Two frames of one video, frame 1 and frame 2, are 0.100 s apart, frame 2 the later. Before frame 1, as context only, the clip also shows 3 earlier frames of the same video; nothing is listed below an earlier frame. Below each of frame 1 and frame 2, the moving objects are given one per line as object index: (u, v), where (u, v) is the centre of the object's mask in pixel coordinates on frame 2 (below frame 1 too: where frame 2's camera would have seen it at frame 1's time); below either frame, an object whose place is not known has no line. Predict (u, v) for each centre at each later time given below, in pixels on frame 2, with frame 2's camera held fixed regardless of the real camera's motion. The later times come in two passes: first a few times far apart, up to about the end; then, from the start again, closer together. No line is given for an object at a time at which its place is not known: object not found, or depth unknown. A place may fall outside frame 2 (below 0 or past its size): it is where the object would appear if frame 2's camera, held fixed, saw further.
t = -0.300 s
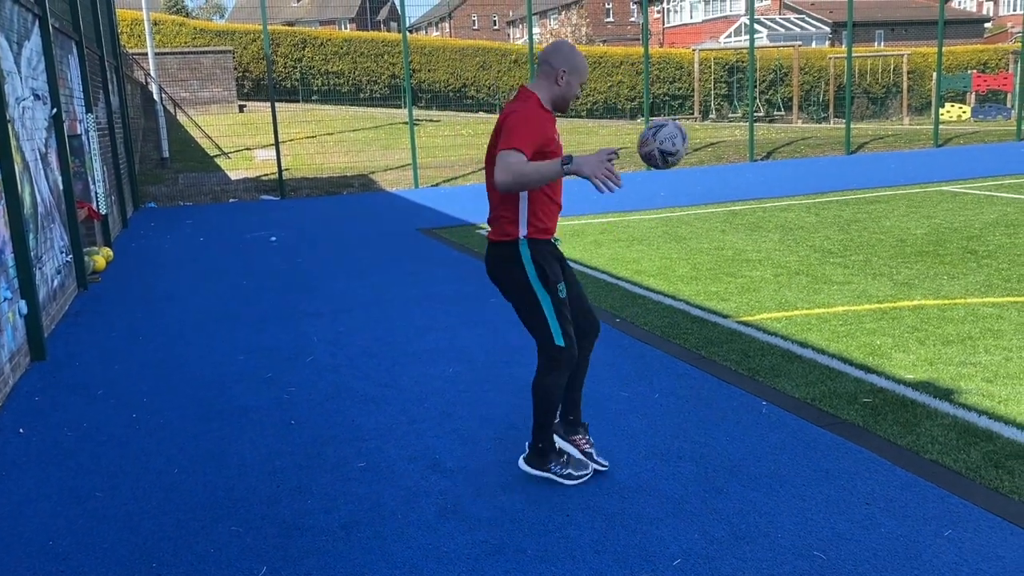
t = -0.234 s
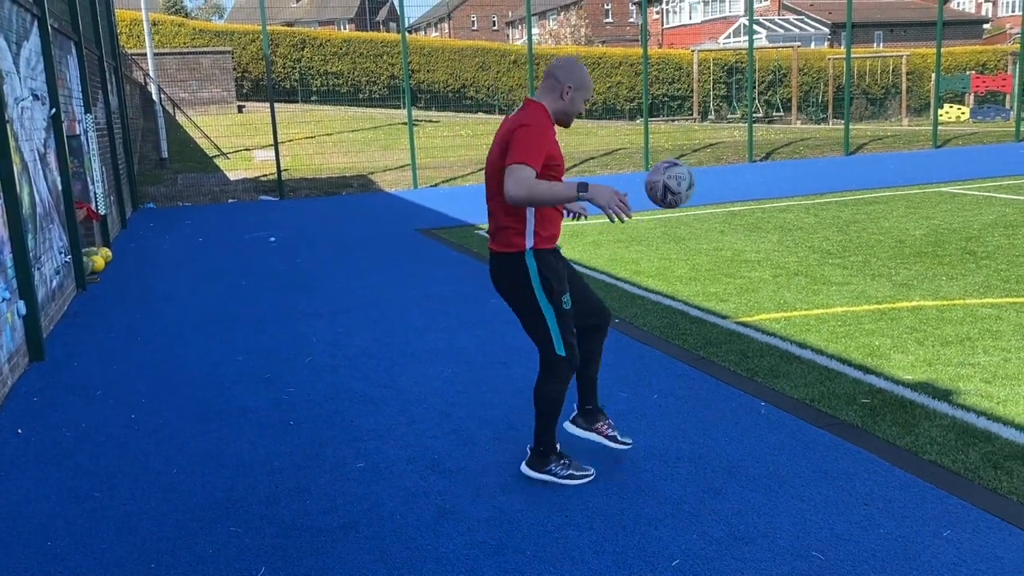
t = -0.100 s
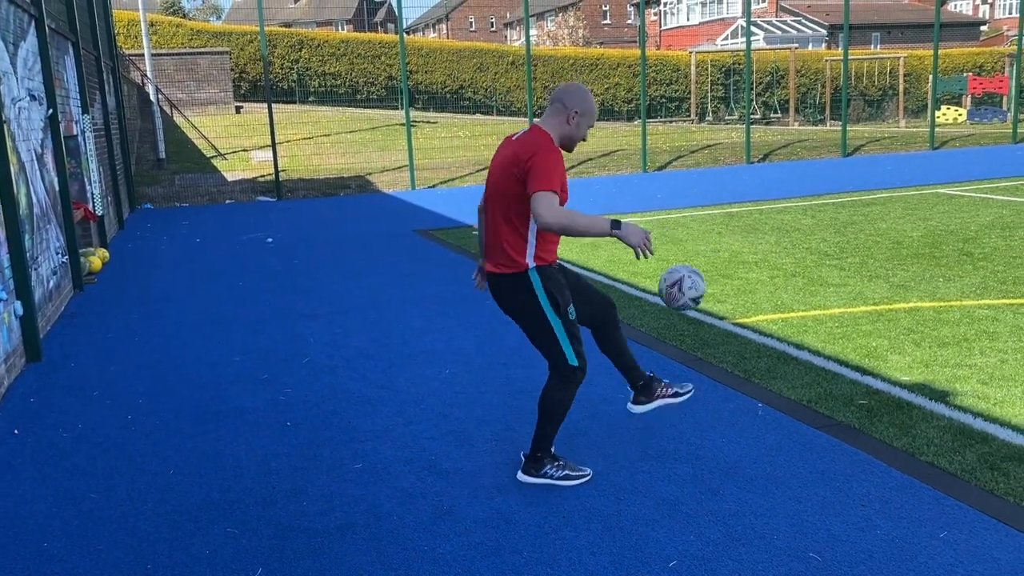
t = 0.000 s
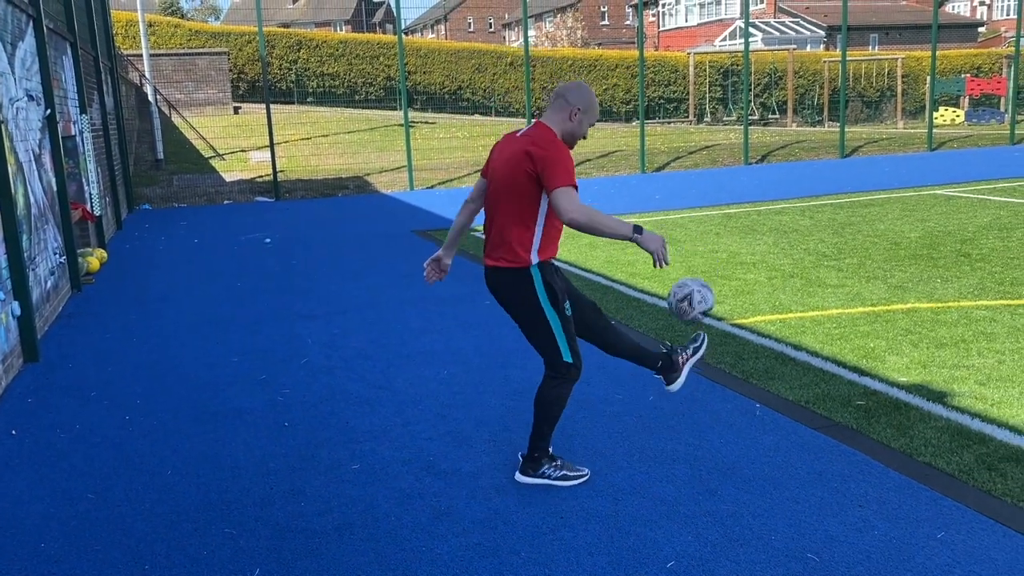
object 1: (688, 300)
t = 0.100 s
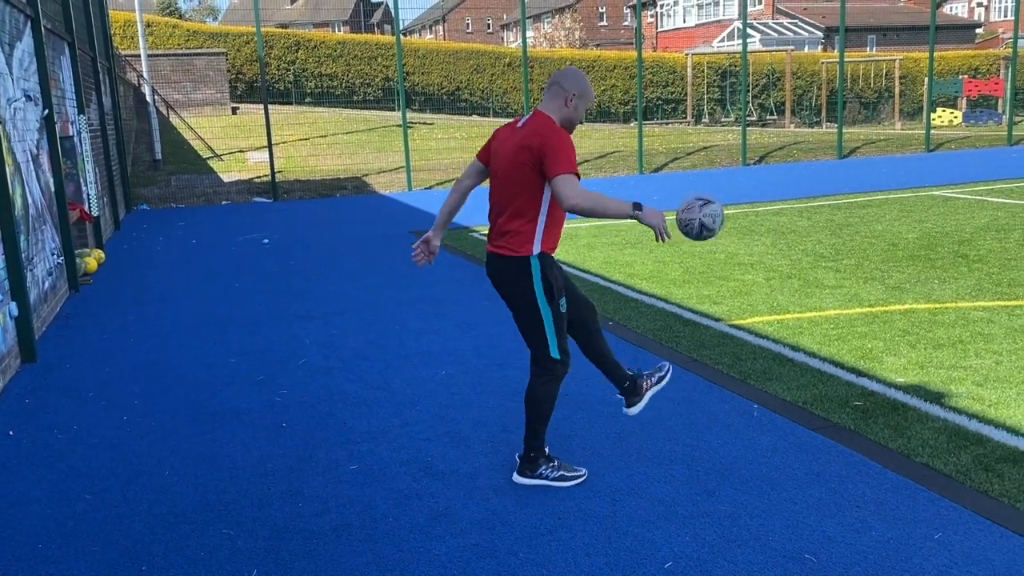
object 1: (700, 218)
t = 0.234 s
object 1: (716, 137)
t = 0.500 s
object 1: (750, 100)
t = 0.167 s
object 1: (708, 172)
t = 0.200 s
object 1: (711, 154)
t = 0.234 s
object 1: (716, 137)
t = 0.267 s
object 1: (720, 123)
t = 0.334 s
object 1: (728, 103)
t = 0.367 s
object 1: (733, 97)
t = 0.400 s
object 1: (737, 94)
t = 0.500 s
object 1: (750, 100)
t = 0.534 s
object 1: (754, 108)
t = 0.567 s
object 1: (758, 118)
